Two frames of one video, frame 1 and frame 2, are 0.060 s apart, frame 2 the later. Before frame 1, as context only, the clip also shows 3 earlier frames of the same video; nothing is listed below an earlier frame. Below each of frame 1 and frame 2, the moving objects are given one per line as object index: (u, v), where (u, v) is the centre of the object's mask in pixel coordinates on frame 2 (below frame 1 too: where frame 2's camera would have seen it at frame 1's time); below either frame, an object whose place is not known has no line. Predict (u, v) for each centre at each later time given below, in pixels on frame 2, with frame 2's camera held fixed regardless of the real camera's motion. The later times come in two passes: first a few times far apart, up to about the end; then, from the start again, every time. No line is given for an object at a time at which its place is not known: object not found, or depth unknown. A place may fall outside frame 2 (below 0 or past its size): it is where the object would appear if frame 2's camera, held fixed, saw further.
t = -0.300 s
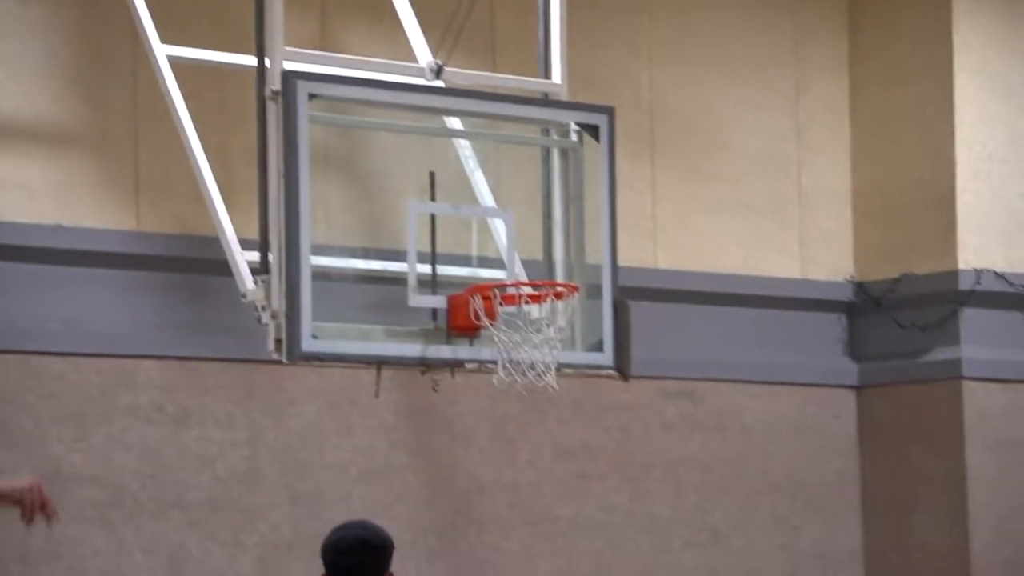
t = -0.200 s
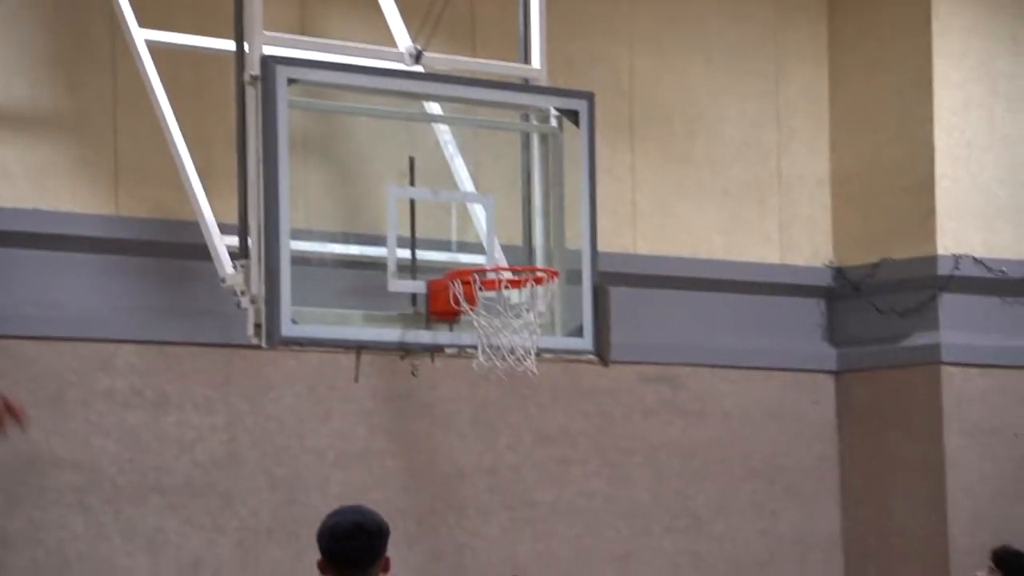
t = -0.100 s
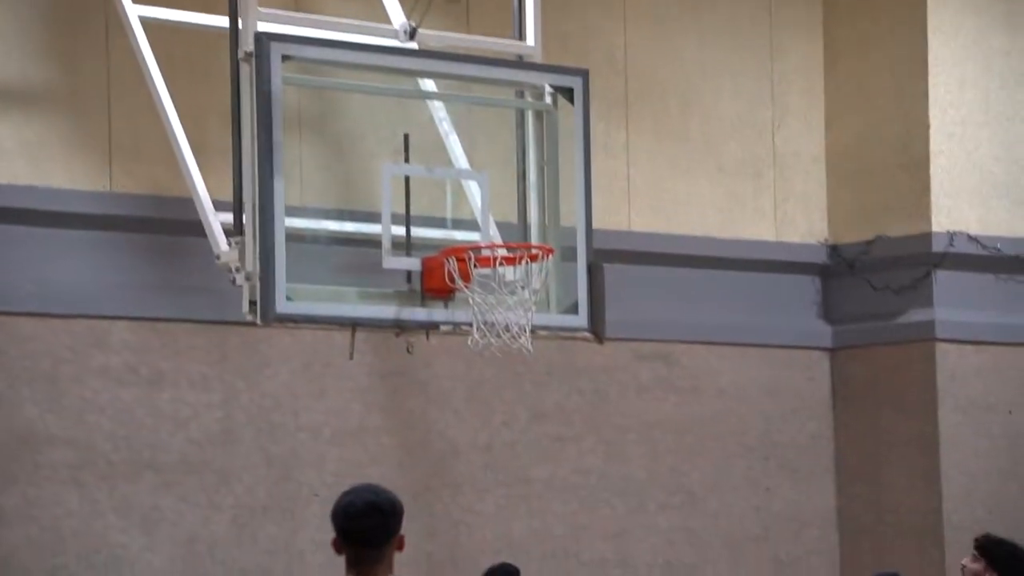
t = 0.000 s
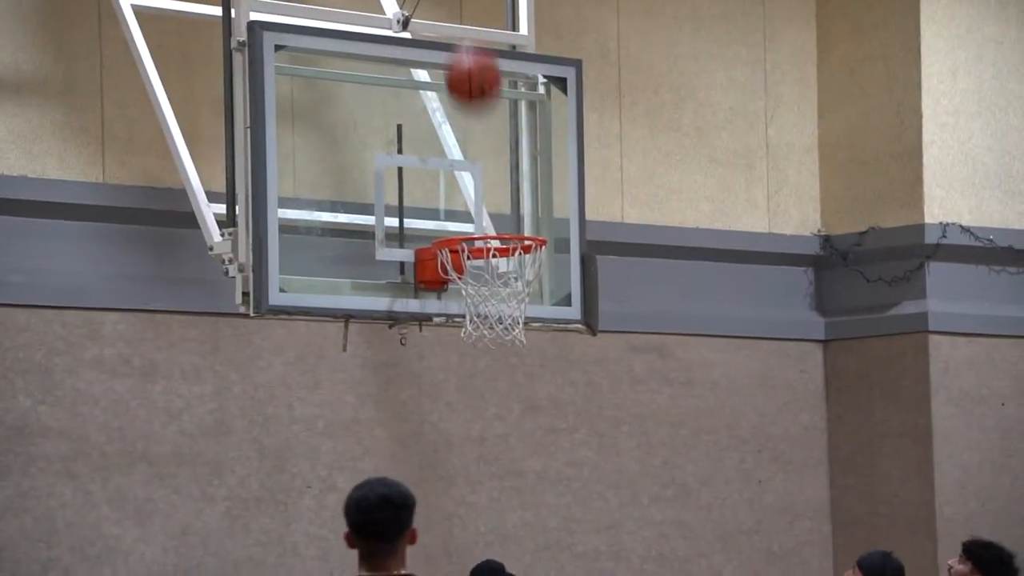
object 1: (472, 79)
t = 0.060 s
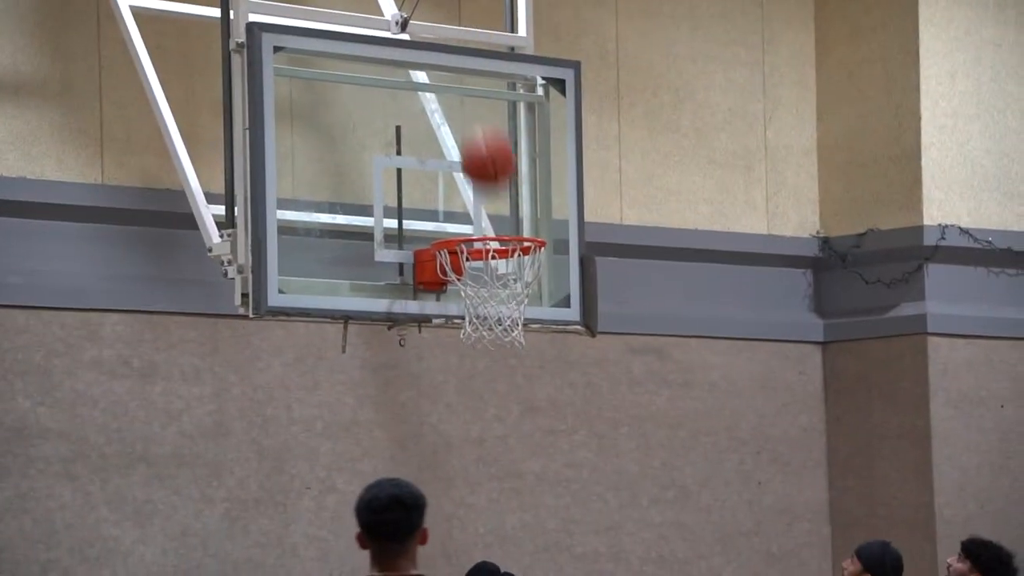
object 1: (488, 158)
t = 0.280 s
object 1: (466, 296)
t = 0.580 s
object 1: (513, 388)
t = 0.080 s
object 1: (495, 188)
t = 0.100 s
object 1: (498, 214)
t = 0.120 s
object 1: (503, 244)
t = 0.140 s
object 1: (493, 258)
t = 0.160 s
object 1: (480, 270)
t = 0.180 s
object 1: (468, 279)
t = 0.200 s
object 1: (459, 282)
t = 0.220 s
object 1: (451, 296)
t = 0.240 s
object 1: (461, 298)
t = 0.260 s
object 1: (462, 295)
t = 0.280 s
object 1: (466, 296)
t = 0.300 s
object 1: (469, 297)
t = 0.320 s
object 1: (472, 297)
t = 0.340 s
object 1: (476, 299)
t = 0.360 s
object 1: (479, 302)
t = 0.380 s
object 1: (483, 306)
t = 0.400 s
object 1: (486, 311)
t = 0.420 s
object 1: (489, 316)
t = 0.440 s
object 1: (492, 321)
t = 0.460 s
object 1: (494, 328)
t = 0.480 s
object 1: (496, 335)
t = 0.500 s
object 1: (499, 343)
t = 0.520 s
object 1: (502, 351)
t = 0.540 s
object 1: (506, 361)
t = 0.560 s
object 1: (510, 374)
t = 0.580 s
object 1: (513, 388)
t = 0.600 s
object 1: (517, 403)
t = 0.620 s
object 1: (521, 419)
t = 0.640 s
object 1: (525, 435)
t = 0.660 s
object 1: (528, 451)
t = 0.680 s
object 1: (531, 462)
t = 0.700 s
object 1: (532, 470)
